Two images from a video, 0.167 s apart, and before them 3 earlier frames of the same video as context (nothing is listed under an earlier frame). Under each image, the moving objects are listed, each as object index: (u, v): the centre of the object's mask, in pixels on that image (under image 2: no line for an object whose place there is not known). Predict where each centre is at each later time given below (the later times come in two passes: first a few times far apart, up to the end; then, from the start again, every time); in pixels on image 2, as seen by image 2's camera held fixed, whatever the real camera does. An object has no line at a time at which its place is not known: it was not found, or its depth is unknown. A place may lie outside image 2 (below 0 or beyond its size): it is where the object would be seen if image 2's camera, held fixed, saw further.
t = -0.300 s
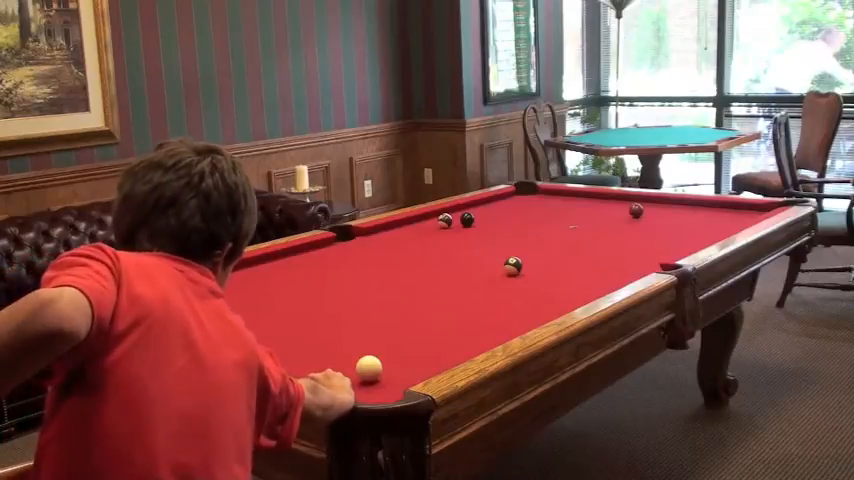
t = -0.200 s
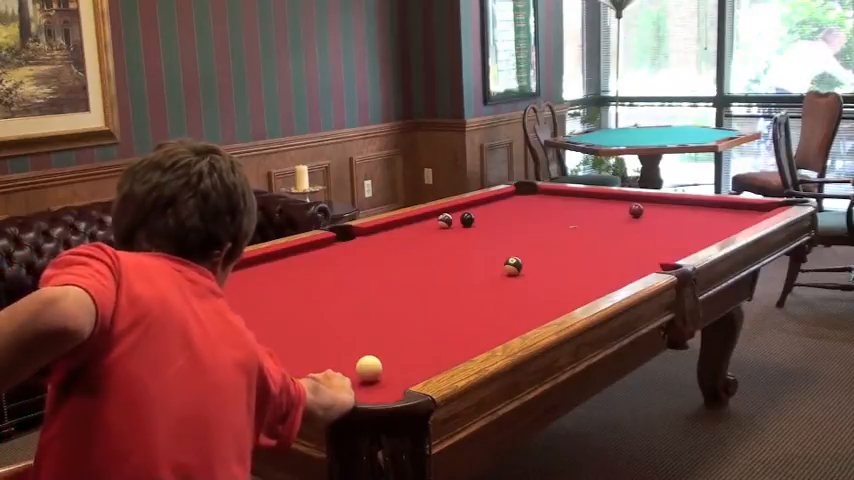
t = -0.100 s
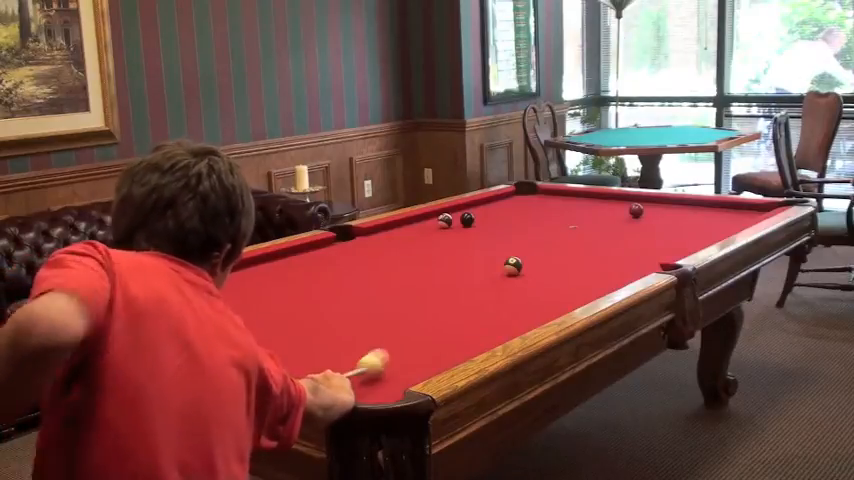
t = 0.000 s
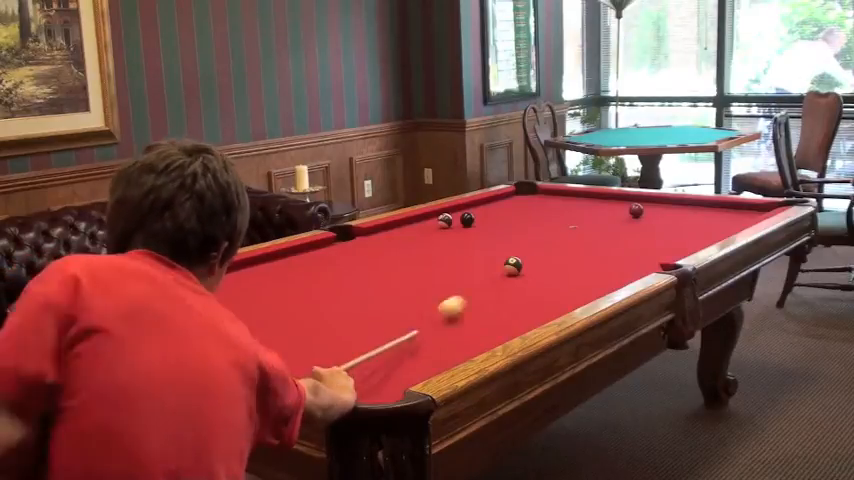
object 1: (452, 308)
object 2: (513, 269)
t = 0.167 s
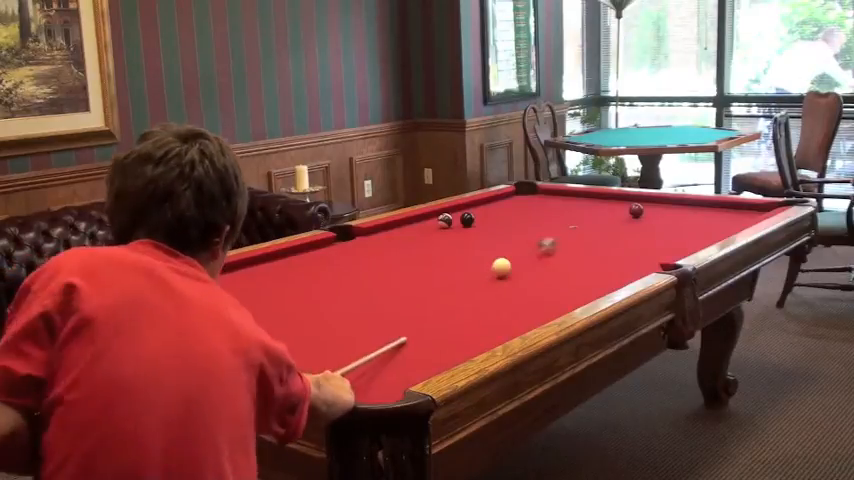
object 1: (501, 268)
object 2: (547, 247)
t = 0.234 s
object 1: (498, 267)
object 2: (574, 232)
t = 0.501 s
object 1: (488, 260)
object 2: (613, 201)
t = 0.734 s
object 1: (482, 255)
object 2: (537, 221)
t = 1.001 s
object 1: (475, 249)
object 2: (447, 244)
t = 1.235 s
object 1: (470, 245)
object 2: (351, 269)
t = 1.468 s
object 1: (466, 242)
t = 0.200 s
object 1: (499, 267)
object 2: (561, 239)
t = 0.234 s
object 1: (498, 267)
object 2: (574, 232)
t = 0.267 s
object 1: (496, 266)
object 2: (585, 224)
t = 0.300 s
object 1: (495, 265)
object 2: (596, 218)
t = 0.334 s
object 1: (494, 264)
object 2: (604, 212)
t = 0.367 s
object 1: (493, 264)
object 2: (613, 207)
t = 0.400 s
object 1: (492, 263)
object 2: (621, 201)
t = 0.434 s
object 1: (491, 262)
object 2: (631, 198)
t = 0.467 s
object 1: (490, 261)
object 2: (624, 199)
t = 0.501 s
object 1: (488, 260)
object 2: (613, 201)
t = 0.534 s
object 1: (487, 259)
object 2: (602, 204)
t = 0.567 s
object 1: (486, 259)
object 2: (591, 207)
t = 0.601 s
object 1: (485, 258)
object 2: (582, 209)
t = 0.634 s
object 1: (484, 257)
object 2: (569, 213)
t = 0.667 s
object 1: (483, 256)
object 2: (559, 215)
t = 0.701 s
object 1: (482, 256)
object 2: (550, 217)
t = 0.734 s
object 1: (482, 255)
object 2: (537, 221)
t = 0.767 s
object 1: (481, 254)
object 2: (527, 223)
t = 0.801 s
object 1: (480, 253)
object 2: (517, 226)
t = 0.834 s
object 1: (479, 252)
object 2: (505, 229)
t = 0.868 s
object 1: (478, 252)
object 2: (495, 232)
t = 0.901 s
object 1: (477, 251)
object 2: (484, 234)
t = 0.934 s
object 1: (476, 250)
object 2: (471, 236)
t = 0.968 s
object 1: (476, 250)
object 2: (460, 240)
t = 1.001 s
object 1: (475, 249)
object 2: (447, 244)
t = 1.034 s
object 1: (474, 249)
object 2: (433, 247)
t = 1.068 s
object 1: (473, 248)
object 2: (421, 250)
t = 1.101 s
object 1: (473, 248)
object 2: (407, 254)
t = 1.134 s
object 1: (472, 247)
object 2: (394, 257)
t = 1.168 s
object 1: (471, 246)
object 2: (380, 261)
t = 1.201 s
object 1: (471, 246)
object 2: (365, 265)
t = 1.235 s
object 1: (470, 245)
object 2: (351, 269)
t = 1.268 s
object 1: (469, 245)
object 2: (336, 273)
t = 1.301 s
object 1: (469, 244)
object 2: (319, 276)
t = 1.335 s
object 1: (468, 244)
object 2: (305, 282)
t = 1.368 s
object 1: (467, 243)
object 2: (287, 285)
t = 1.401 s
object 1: (467, 243)
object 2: (269, 289)
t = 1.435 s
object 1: (466, 242)
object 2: (256, 291)
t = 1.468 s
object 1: (466, 242)
